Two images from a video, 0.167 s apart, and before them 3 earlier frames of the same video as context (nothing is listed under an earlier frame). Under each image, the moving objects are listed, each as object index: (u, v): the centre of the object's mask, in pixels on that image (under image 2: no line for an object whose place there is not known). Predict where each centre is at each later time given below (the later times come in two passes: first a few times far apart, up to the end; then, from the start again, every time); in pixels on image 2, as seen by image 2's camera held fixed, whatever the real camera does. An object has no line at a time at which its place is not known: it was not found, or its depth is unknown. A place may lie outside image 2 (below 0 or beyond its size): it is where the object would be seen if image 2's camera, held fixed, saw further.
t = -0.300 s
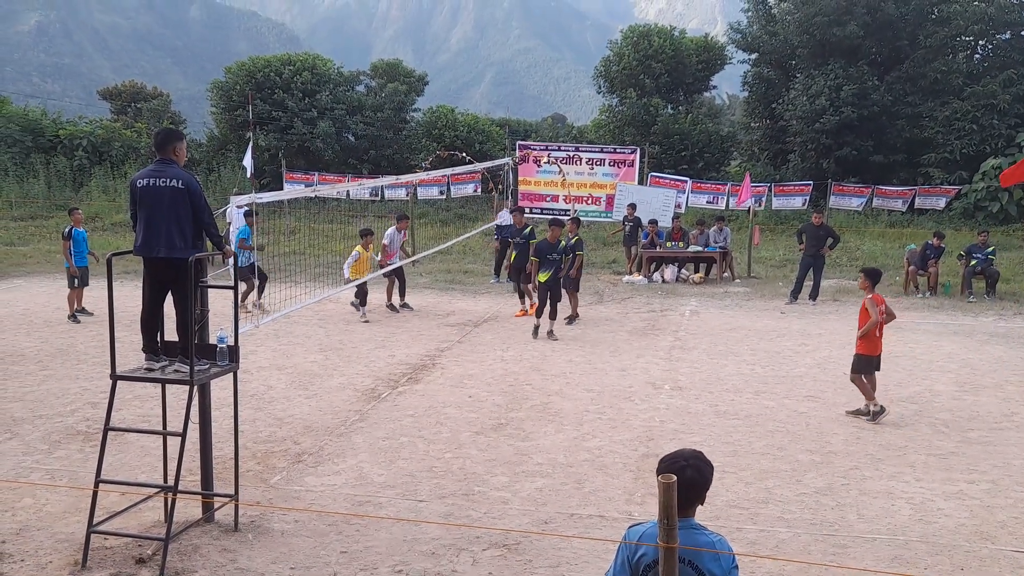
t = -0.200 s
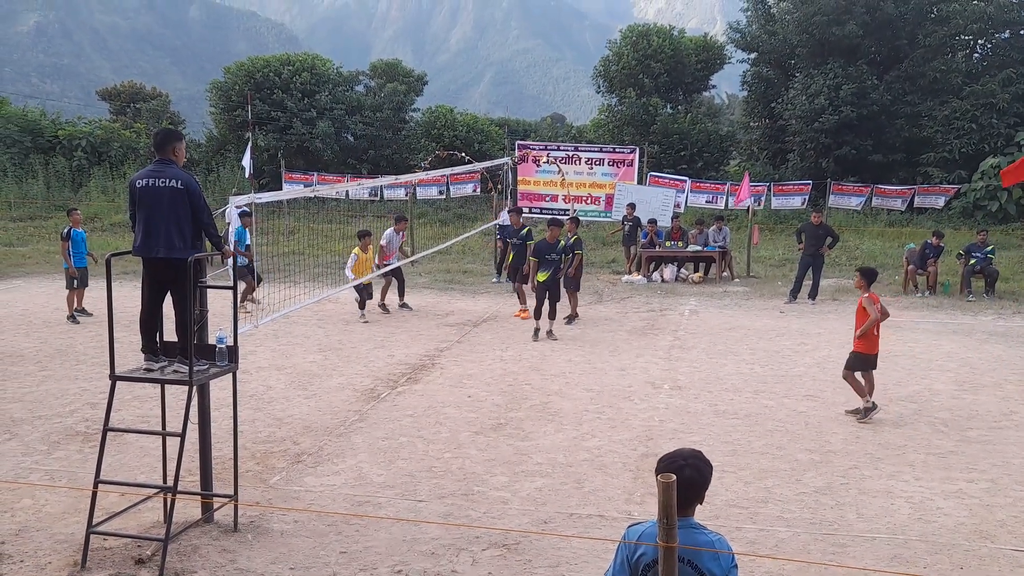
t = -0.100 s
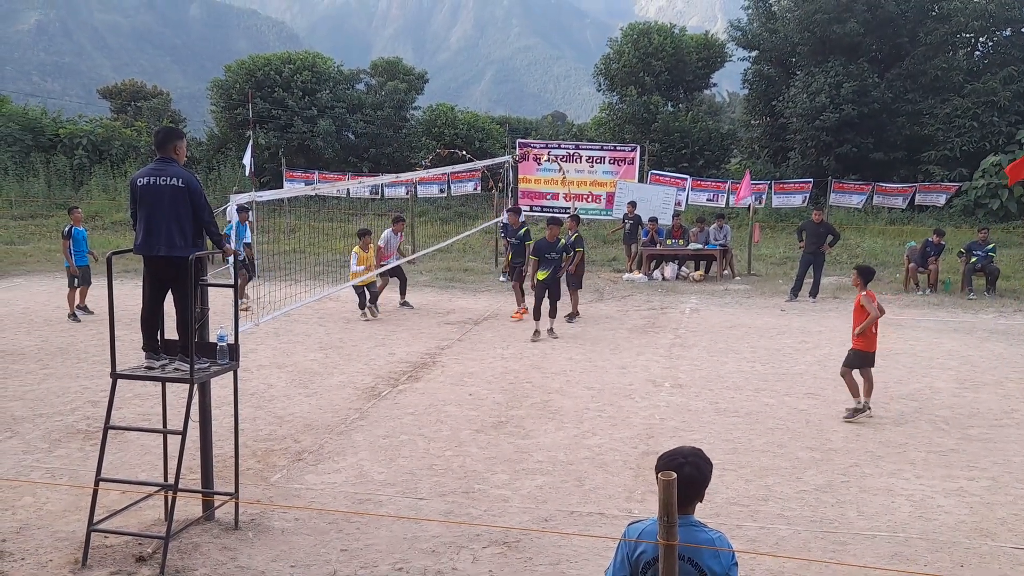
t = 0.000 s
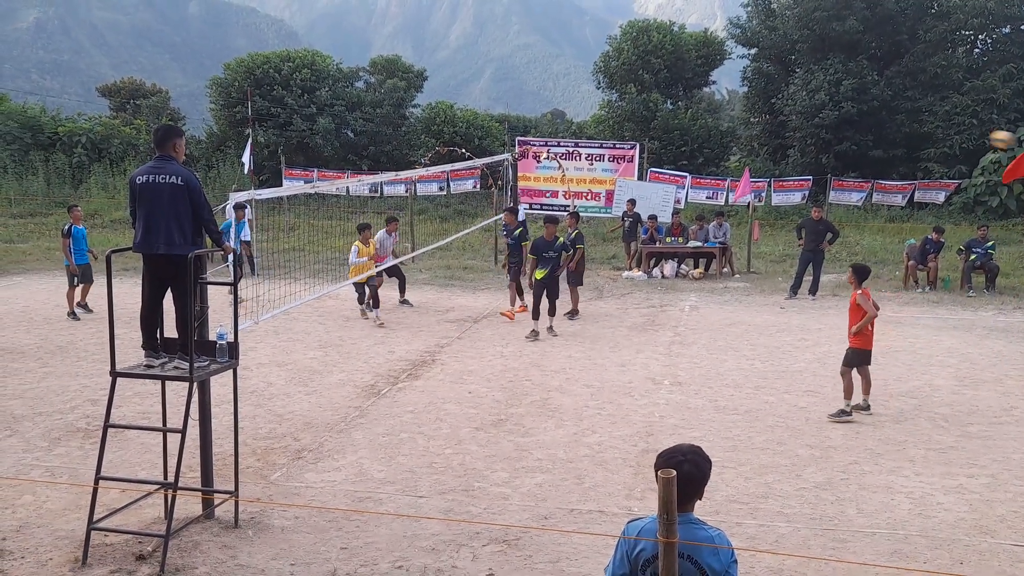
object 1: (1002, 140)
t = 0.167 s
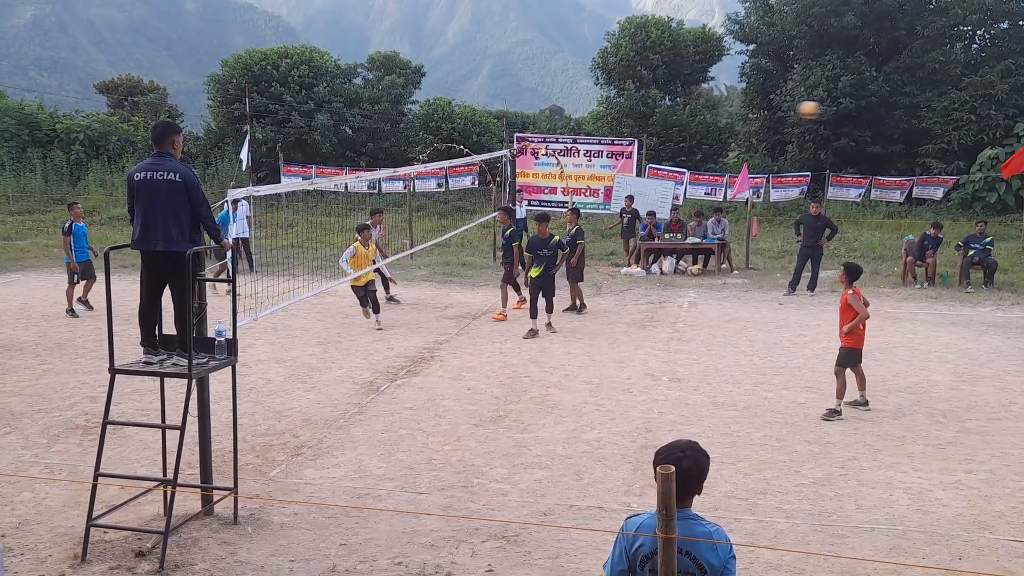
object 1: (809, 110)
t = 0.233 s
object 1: (734, 107)
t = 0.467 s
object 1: (485, 126)
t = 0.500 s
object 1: (452, 133)
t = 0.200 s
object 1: (772, 108)
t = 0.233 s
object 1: (734, 107)
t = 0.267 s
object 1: (698, 107)
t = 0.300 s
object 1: (660, 108)
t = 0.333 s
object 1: (625, 109)
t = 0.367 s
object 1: (590, 112)
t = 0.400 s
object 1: (554, 115)
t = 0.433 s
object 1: (519, 120)
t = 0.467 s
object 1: (485, 126)
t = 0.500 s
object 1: (452, 133)
